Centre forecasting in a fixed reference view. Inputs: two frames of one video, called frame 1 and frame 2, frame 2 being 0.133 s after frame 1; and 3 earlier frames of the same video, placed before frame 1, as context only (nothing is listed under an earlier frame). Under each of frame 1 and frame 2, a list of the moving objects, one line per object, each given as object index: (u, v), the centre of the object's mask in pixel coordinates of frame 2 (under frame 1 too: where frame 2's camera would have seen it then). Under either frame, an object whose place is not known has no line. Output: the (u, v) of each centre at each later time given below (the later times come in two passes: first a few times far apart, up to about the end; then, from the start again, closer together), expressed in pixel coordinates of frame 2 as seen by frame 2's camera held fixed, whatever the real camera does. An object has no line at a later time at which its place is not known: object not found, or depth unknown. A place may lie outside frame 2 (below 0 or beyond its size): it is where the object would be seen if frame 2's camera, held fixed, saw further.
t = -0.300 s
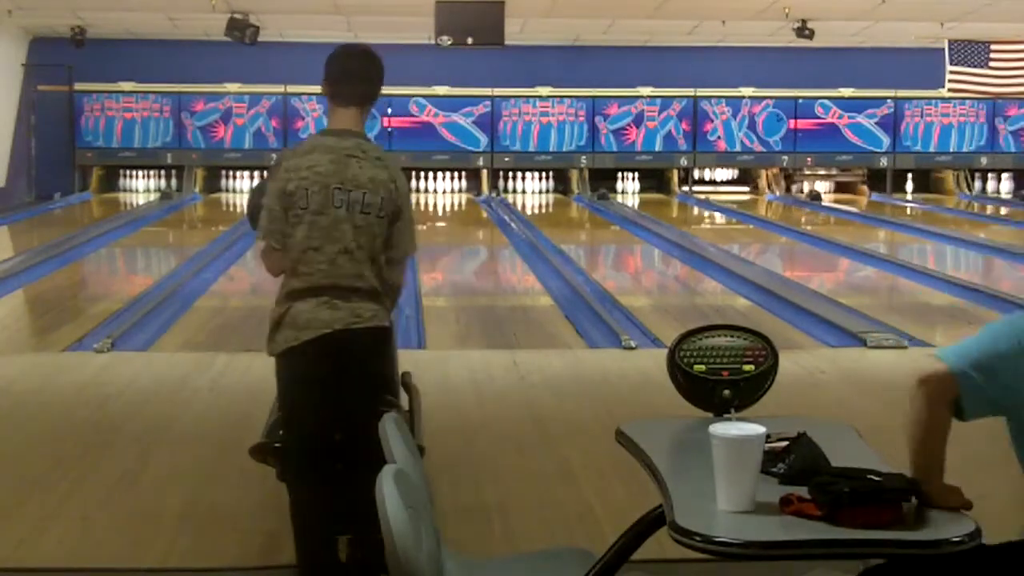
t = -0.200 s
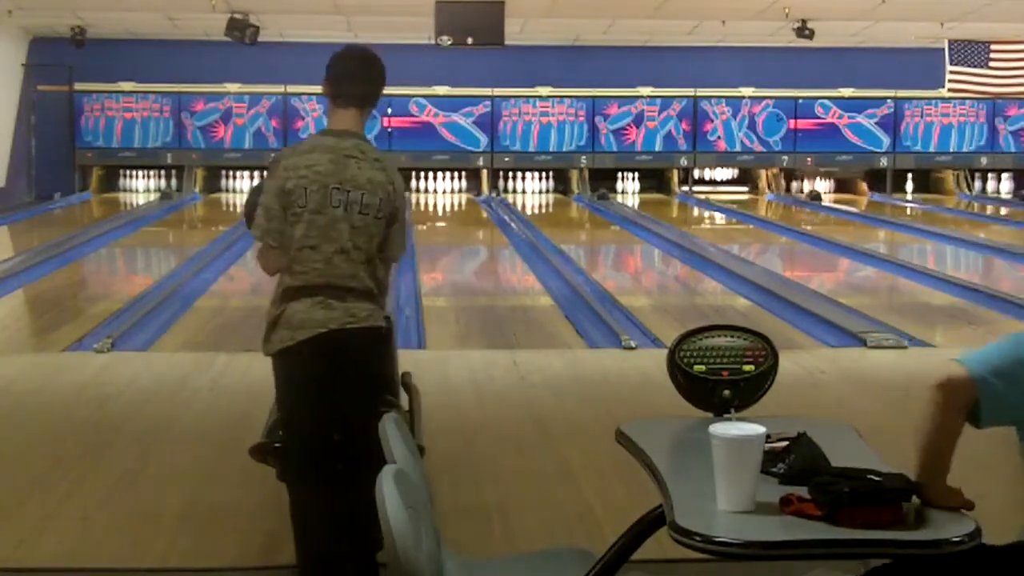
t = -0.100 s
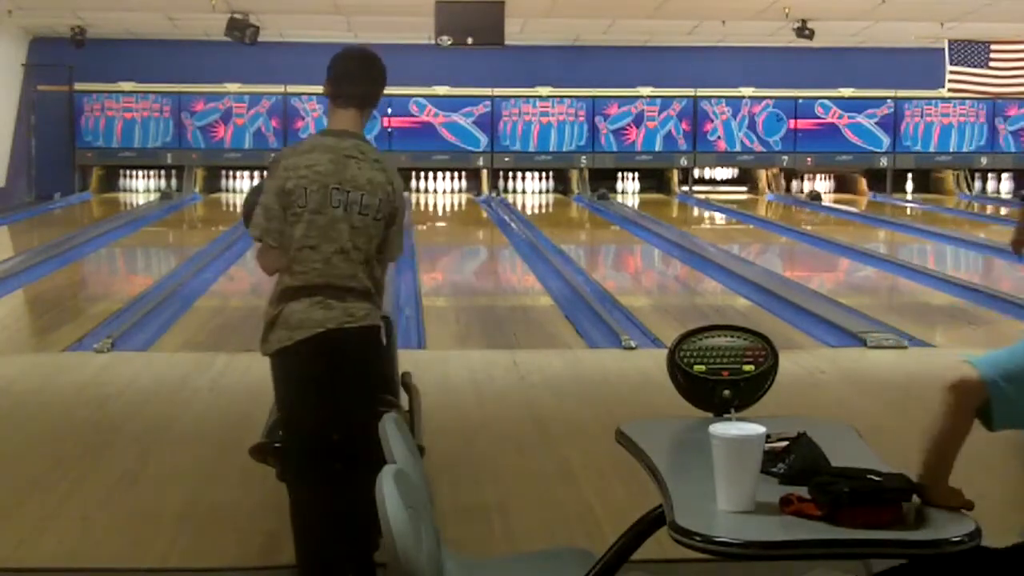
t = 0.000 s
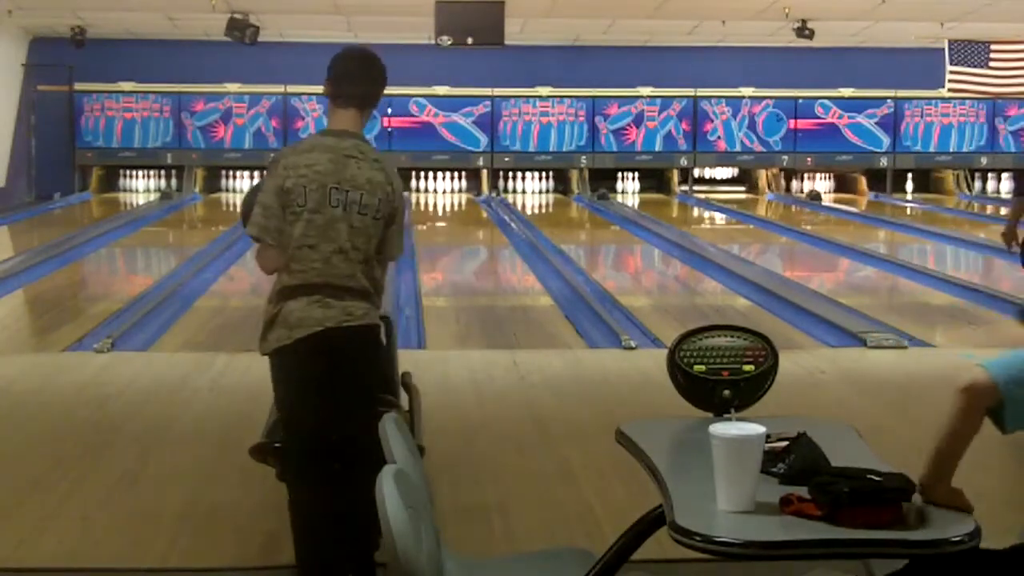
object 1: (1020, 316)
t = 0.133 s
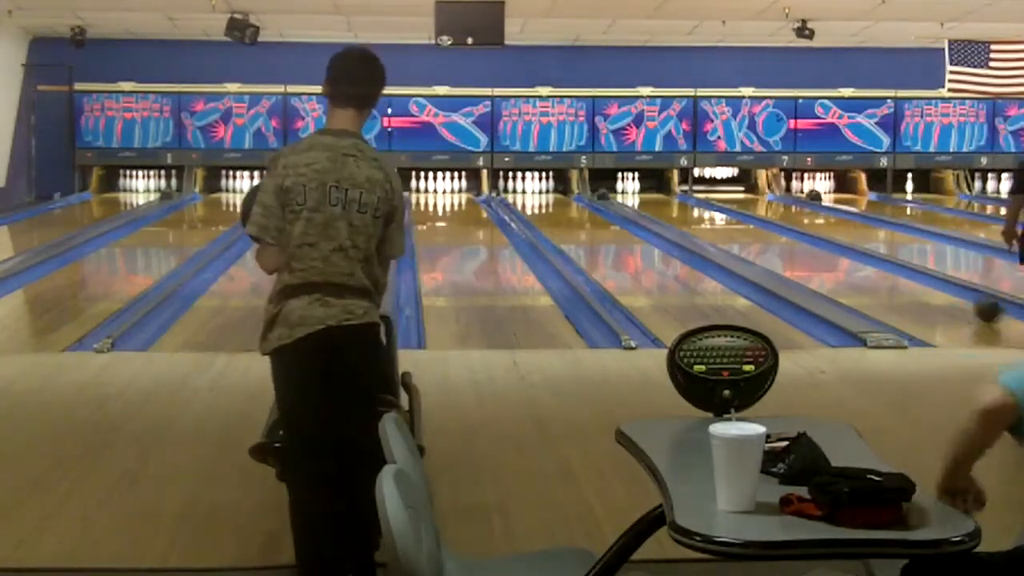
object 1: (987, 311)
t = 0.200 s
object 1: (968, 302)
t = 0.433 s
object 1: (909, 279)
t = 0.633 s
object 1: (868, 266)
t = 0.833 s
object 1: (833, 253)
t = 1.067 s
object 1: (799, 241)
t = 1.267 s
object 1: (774, 234)
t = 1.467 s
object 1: (752, 225)
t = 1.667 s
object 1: (732, 219)
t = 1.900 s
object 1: (712, 211)
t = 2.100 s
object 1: (696, 207)
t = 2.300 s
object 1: (682, 203)
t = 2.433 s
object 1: (673, 200)
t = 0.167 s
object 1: (977, 306)
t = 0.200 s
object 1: (968, 302)
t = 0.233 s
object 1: (958, 299)
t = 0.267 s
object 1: (950, 294)
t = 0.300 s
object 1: (942, 291)
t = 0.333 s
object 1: (933, 288)
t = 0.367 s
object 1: (925, 285)
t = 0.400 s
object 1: (918, 283)
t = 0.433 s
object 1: (909, 279)
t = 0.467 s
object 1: (902, 278)
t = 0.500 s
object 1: (895, 275)
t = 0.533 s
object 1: (889, 273)
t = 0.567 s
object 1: (882, 271)
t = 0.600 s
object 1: (875, 268)
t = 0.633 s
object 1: (868, 266)
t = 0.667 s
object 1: (862, 263)
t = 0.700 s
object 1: (856, 261)
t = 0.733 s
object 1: (851, 259)
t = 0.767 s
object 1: (845, 257)
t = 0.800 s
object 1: (839, 255)
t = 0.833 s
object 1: (833, 253)
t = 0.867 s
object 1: (829, 252)
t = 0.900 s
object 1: (823, 250)
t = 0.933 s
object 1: (818, 248)
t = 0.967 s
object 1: (814, 246)
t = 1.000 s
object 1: (808, 245)
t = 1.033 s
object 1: (804, 243)
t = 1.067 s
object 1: (799, 241)
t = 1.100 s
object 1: (795, 240)
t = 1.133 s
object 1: (790, 239)
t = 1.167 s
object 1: (786, 238)
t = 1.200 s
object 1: (782, 237)
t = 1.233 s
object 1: (778, 236)
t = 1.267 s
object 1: (774, 234)
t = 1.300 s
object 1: (771, 232)
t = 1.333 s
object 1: (766, 232)
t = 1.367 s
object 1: (762, 230)
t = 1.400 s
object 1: (759, 228)
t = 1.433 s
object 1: (755, 227)
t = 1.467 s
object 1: (752, 225)
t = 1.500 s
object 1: (749, 224)
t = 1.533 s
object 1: (745, 224)
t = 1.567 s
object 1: (742, 223)
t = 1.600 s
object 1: (738, 222)
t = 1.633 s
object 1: (735, 221)
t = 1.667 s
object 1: (732, 219)
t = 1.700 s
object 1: (729, 218)
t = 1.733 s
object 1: (728, 218)
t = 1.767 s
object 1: (723, 217)
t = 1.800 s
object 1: (720, 215)
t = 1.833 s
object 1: (717, 213)
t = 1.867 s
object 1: (715, 212)
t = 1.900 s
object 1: (712, 211)
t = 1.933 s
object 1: (709, 211)
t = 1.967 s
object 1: (706, 210)
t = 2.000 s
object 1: (704, 209)
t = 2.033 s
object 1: (701, 207)
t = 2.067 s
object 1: (698, 207)
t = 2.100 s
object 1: (696, 207)
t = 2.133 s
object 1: (693, 207)
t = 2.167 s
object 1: (691, 207)
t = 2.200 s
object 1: (688, 206)
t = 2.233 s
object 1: (686, 206)
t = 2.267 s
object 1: (684, 204)
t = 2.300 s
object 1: (682, 203)
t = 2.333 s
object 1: (680, 201)
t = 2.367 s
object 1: (677, 202)
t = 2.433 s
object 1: (673, 200)
